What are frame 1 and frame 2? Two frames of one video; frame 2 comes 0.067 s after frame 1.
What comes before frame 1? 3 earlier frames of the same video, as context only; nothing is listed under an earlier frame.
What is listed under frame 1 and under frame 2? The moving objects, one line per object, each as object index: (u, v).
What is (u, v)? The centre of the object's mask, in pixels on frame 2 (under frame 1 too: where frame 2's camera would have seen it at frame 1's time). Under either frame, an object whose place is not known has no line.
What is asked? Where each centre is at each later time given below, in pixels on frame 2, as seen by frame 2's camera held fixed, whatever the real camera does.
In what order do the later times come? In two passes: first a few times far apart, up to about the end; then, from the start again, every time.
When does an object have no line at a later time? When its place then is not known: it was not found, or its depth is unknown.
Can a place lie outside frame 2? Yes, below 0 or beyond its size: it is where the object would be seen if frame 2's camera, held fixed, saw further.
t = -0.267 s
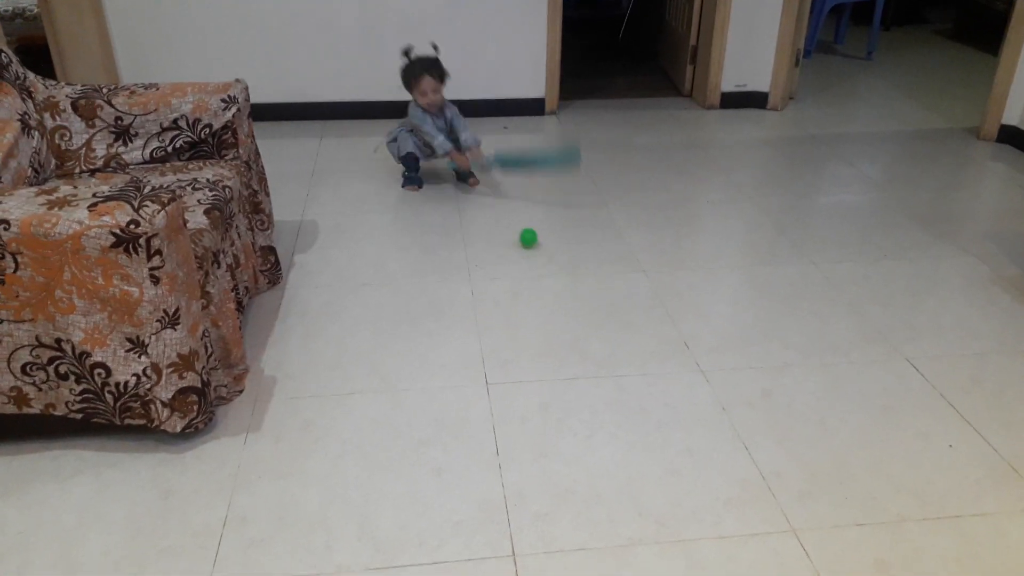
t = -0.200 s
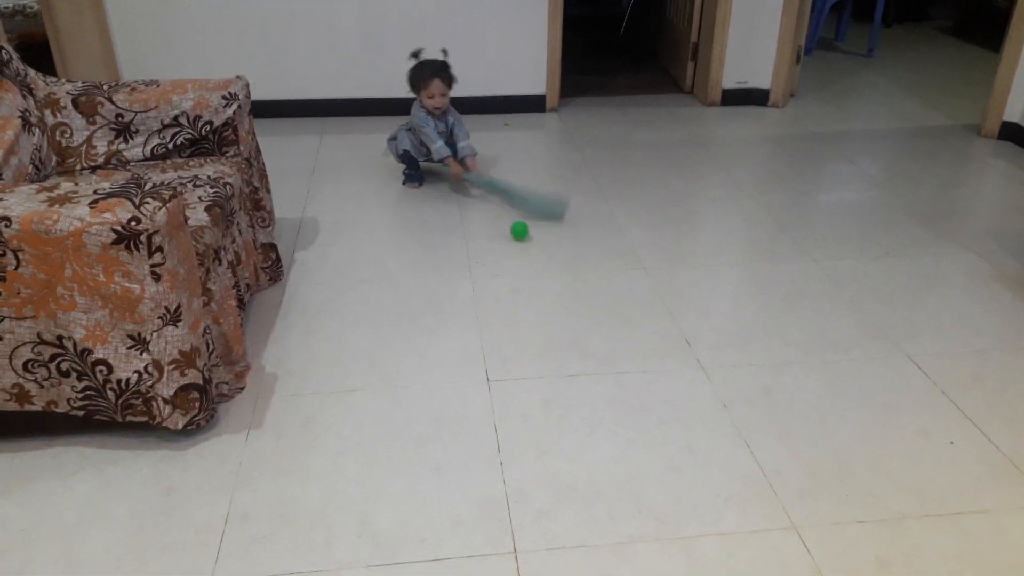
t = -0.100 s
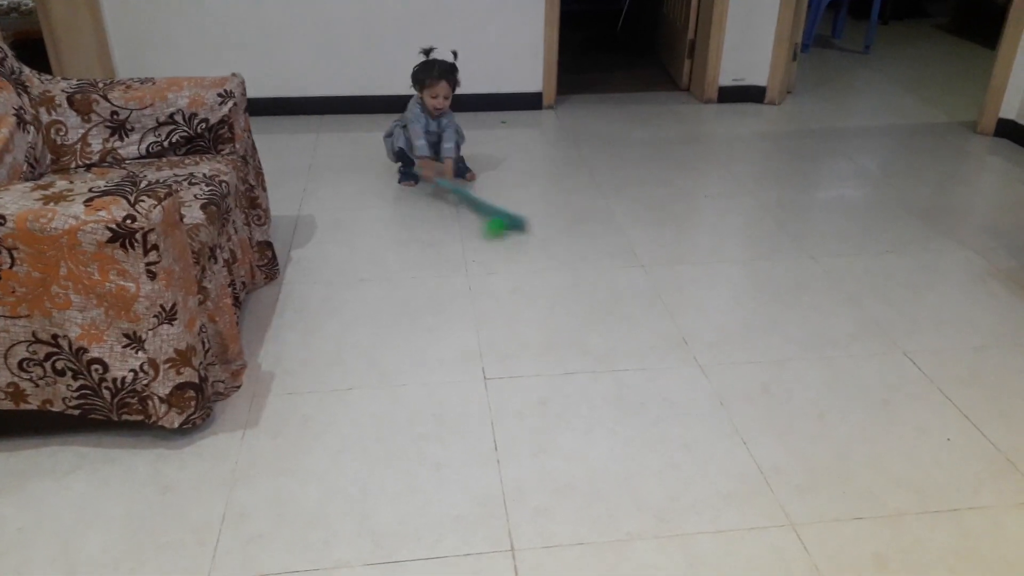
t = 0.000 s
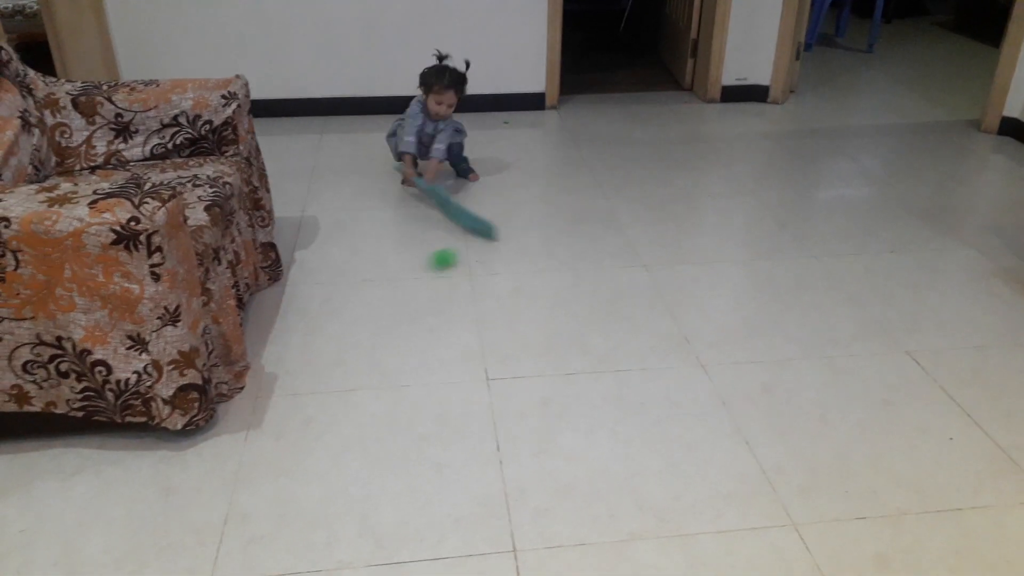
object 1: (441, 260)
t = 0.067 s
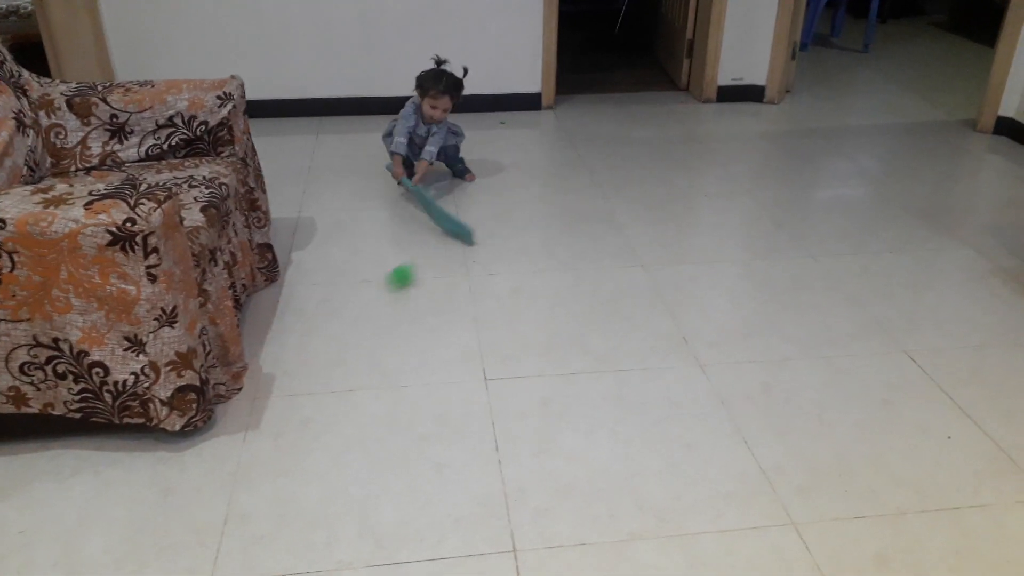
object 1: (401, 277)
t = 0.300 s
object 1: (265, 345)
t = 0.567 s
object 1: (260, 374)
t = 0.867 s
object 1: (297, 394)
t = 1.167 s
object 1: (336, 412)
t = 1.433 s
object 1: (374, 424)
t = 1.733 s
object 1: (417, 436)
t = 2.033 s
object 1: (459, 443)
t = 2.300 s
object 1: (494, 449)
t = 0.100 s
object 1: (382, 288)
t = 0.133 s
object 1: (363, 296)
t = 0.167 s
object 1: (343, 306)
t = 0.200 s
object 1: (323, 317)
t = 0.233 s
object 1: (304, 325)
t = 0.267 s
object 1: (283, 336)
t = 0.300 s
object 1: (265, 345)
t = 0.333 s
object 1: (246, 353)
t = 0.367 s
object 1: (239, 358)
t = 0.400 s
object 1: (241, 360)
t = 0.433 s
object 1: (245, 364)
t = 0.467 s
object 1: (250, 366)
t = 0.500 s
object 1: (254, 369)
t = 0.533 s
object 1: (257, 371)
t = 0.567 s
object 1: (260, 374)
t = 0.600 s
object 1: (264, 377)
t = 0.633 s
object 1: (268, 378)
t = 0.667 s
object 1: (272, 380)
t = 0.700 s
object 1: (276, 382)
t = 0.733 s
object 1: (281, 384)
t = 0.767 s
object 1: (285, 387)
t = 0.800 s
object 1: (289, 389)
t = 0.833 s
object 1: (292, 391)
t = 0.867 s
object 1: (297, 394)
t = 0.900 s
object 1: (300, 396)
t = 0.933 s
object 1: (304, 398)
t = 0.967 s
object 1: (308, 400)
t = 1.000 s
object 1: (313, 401)
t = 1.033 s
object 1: (317, 403)
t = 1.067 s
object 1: (322, 405)
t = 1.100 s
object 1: (327, 408)
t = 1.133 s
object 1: (331, 409)
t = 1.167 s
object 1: (336, 412)
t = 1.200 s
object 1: (340, 413)
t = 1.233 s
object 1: (344, 415)
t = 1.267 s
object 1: (349, 416)
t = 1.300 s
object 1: (353, 418)
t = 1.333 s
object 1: (359, 419)
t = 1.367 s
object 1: (364, 421)
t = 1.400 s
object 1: (369, 422)
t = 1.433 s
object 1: (374, 424)
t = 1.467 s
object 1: (379, 426)
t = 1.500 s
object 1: (383, 427)
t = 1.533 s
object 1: (388, 429)
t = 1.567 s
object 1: (392, 430)
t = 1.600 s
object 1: (397, 431)
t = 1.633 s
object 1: (401, 432)
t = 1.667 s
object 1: (406, 433)
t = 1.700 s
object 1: (412, 435)
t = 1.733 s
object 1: (417, 436)
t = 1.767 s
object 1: (422, 437)
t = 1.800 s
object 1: (427, 438)
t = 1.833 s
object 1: (432, 439)
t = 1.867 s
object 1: (436, 440)
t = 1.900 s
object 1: (441, 441)
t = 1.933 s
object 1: (445, 442)
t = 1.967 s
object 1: (449, 442)
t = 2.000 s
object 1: (454, 443)
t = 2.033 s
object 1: (459, 443)
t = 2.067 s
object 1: (464, 444)
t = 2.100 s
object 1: (469, 445)
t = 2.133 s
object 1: (474, 445)
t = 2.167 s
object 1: (478, 446)
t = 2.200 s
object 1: (483, 447)
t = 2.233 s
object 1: (487, 448)
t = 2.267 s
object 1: (490, 448)
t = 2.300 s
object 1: (494, 449)
